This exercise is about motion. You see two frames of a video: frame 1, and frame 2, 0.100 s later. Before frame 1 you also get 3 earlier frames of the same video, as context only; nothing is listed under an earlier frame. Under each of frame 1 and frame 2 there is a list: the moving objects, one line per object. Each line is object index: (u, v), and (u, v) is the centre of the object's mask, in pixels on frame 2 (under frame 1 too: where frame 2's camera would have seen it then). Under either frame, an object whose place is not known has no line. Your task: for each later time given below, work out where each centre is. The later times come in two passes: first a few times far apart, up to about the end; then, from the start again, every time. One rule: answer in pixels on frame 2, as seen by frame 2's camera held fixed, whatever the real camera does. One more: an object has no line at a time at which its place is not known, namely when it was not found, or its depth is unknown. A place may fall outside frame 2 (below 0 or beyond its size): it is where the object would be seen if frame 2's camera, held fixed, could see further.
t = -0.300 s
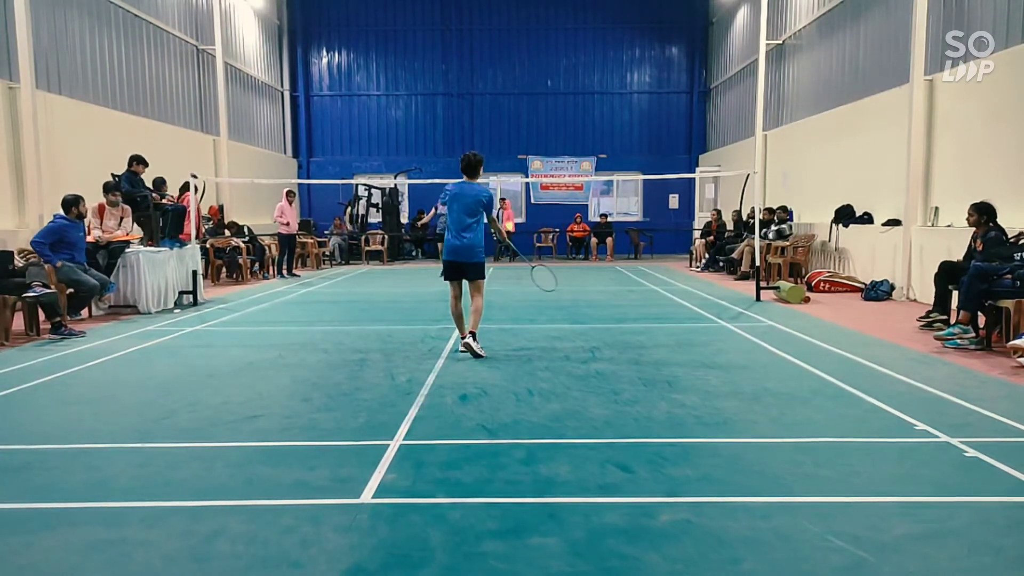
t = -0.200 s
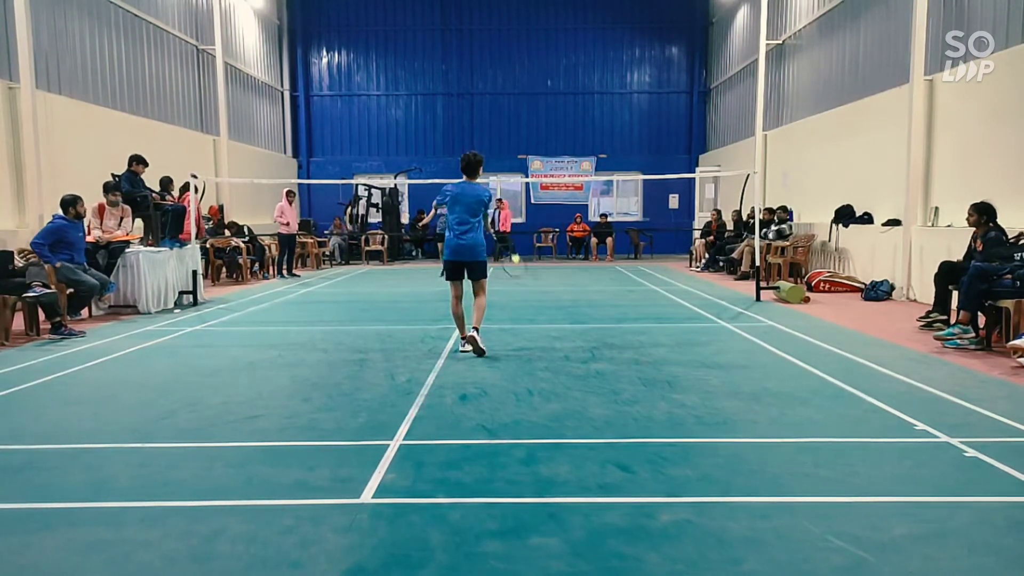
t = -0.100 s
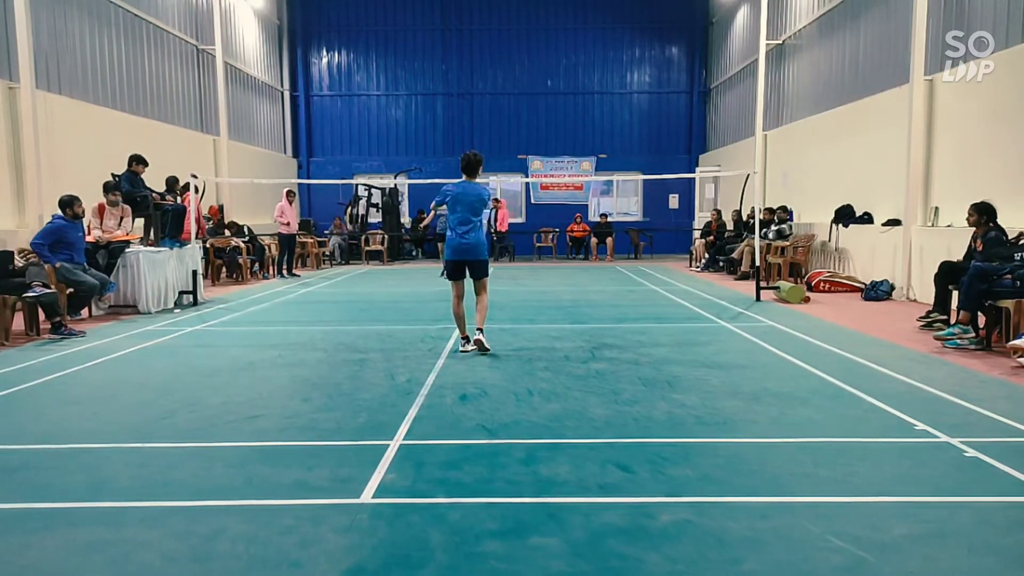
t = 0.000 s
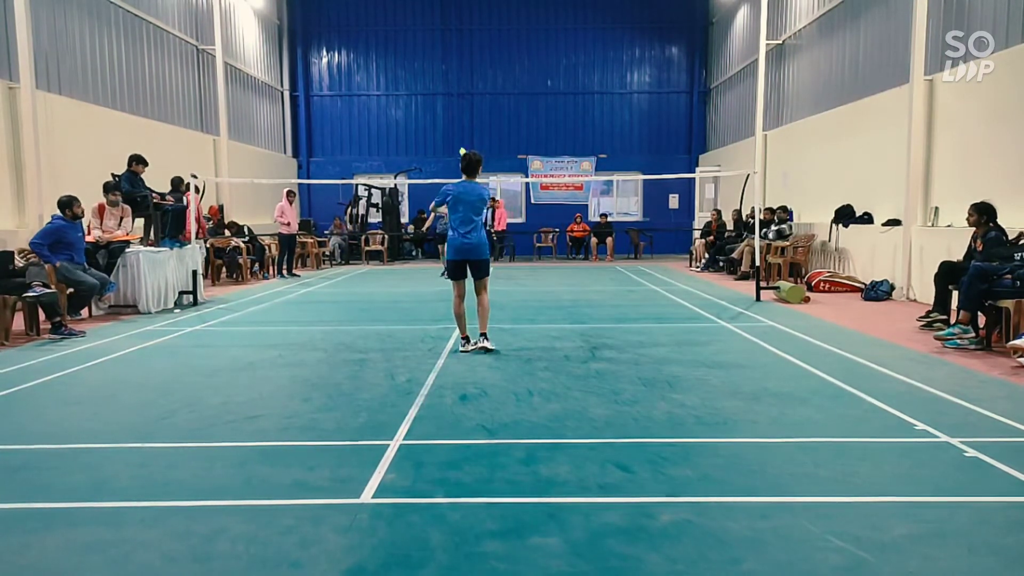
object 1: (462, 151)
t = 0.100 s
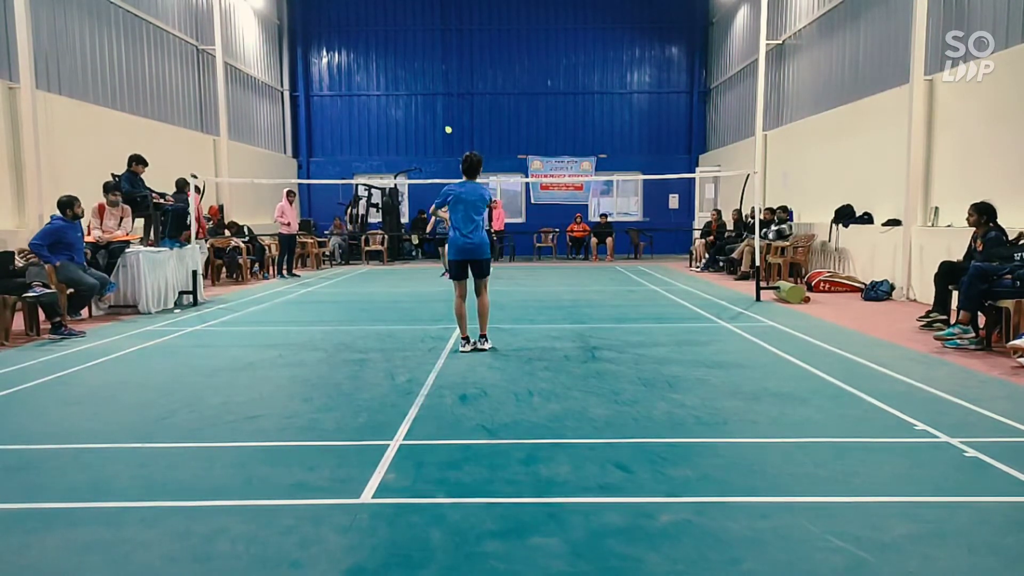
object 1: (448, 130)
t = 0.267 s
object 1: (430, 118)
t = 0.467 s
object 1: (414, 133)
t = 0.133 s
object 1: (443, 124)
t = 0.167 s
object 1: (440, 122)
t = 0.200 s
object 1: (437, 120)
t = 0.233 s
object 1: (432, 118)
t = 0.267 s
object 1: (430, 118)
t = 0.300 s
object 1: (426, 119)
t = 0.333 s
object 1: (423, 120)
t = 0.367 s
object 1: (421, 123)
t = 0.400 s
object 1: (419, 126)
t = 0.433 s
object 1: (416, 129)
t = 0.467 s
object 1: (414, 133)
